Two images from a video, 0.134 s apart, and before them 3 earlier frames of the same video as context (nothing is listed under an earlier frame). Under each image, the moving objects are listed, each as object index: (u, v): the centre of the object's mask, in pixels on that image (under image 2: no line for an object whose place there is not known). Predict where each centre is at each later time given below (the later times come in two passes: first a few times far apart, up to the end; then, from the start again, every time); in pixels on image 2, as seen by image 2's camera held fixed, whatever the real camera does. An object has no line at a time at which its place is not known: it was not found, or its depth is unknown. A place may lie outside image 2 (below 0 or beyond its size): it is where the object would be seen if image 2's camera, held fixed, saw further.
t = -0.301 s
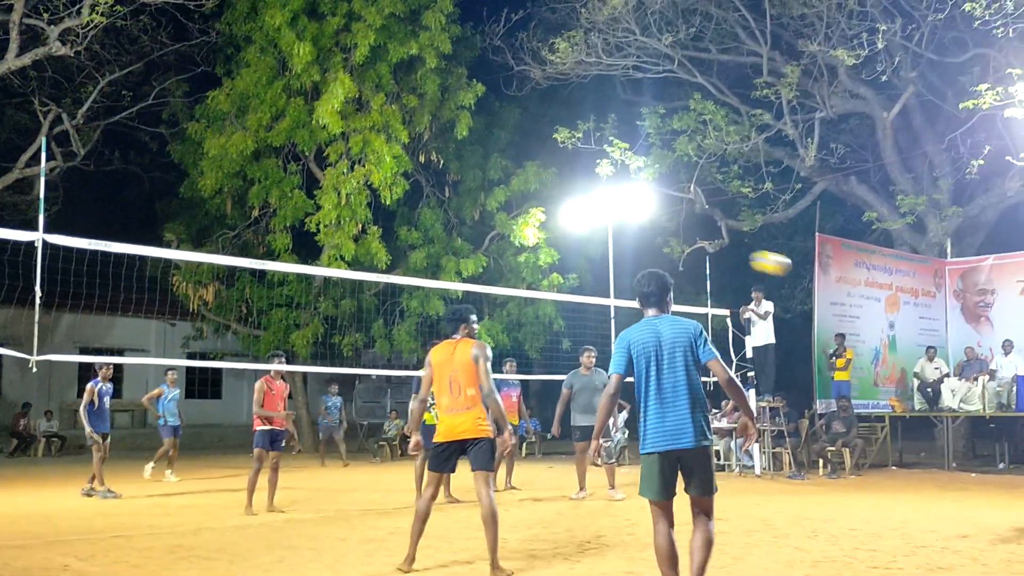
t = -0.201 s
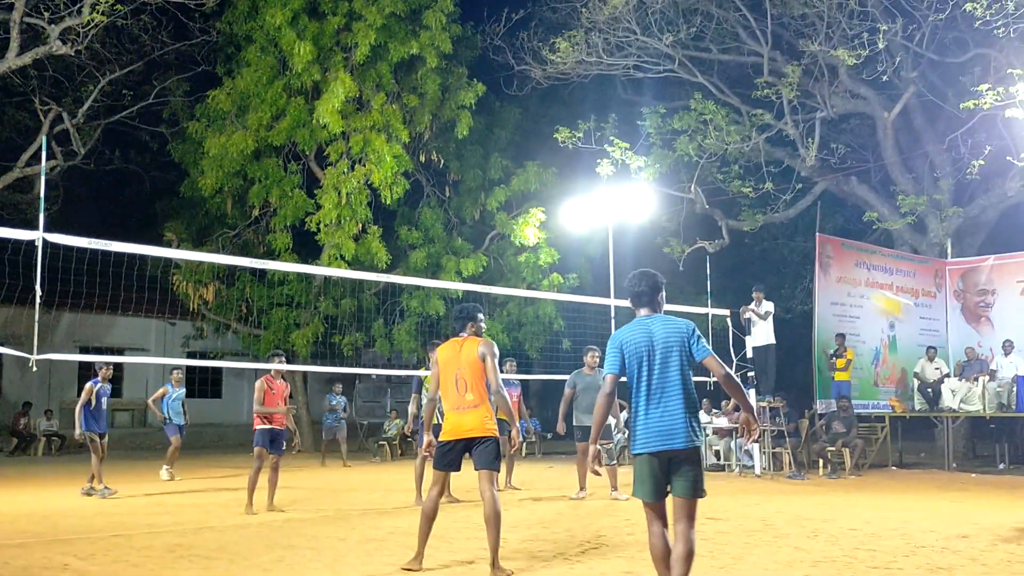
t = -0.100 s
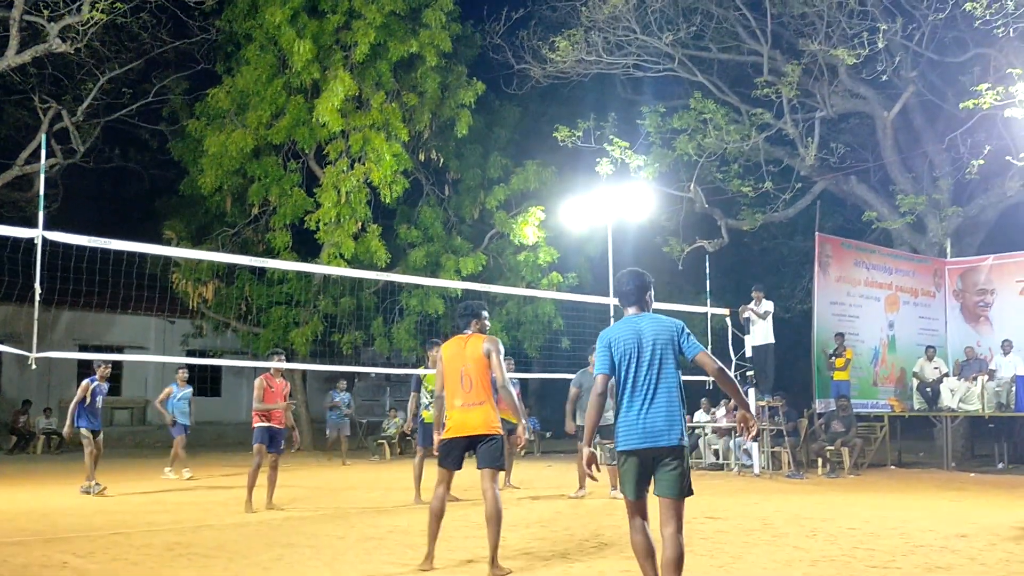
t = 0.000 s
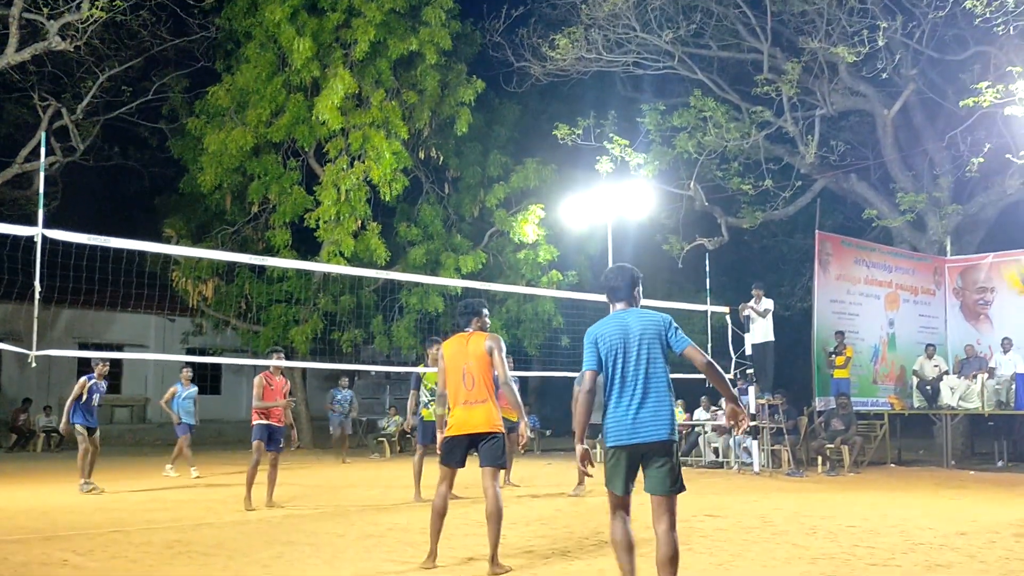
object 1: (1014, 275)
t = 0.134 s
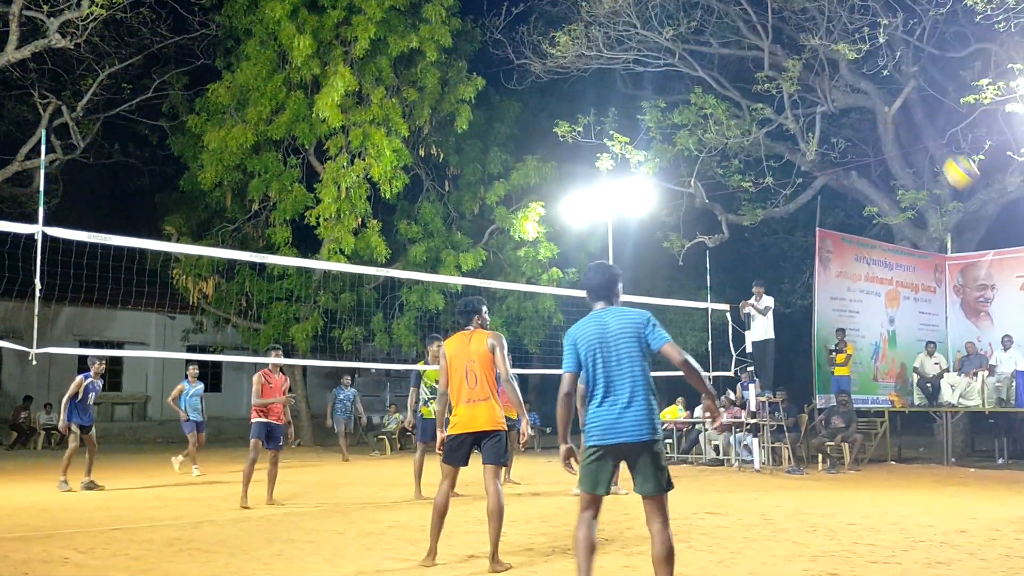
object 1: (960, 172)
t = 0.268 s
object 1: (909, 100)
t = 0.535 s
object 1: (826, 32)
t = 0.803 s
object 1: (759, 40)
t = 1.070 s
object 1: (704, 112)
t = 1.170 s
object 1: (685, 153)
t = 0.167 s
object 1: (947, 152)
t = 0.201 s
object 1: (934, 132)
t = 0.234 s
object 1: (922, 116)
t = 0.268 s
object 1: (909, 100)
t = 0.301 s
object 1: (897, 87)
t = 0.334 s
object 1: (887, 76)
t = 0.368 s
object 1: (876, 65)
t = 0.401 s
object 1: (865, 56)
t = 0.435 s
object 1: (855, 48)
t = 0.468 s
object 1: (845, 41)
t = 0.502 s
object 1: (835, 35)
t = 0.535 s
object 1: (826, 32)
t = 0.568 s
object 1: (817, 30)
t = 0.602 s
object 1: (808, 27)
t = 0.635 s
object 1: (799, 27)
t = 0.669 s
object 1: (791, 27)
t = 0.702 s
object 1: (783, 29)
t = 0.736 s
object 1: (775, 31)
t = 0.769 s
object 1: (767, 35)
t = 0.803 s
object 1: (759, 40)
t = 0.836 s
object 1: (752, 46)
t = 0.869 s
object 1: (745, 53)
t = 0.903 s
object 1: (737, 60)
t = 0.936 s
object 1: (731, 69)
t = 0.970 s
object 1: (724, 77)
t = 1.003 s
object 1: (717, 88)
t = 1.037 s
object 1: (711, 99)
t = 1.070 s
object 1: (704, 112)
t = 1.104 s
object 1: (698, 124)
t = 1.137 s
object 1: (691, 137)
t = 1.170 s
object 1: (685, 153)
